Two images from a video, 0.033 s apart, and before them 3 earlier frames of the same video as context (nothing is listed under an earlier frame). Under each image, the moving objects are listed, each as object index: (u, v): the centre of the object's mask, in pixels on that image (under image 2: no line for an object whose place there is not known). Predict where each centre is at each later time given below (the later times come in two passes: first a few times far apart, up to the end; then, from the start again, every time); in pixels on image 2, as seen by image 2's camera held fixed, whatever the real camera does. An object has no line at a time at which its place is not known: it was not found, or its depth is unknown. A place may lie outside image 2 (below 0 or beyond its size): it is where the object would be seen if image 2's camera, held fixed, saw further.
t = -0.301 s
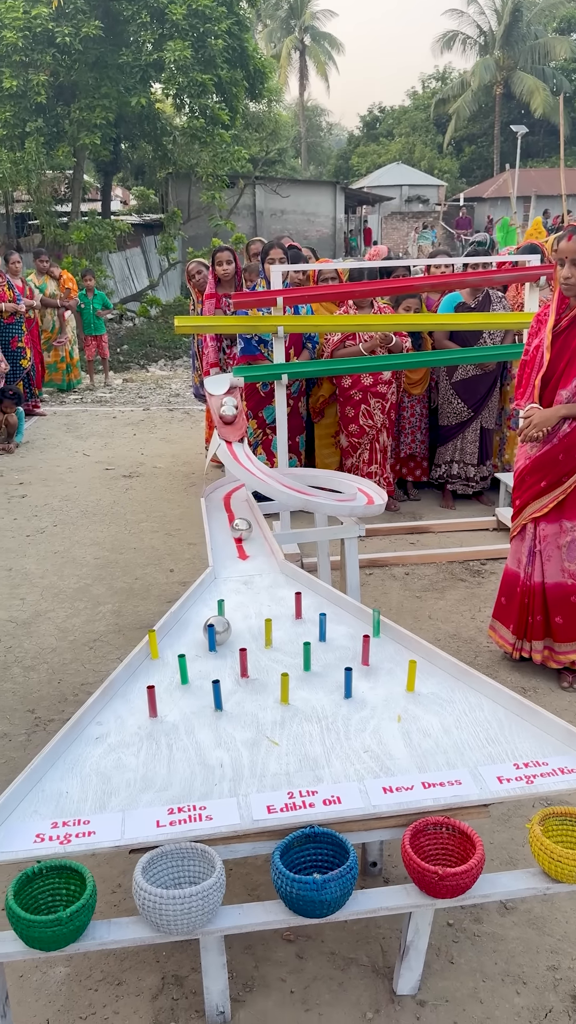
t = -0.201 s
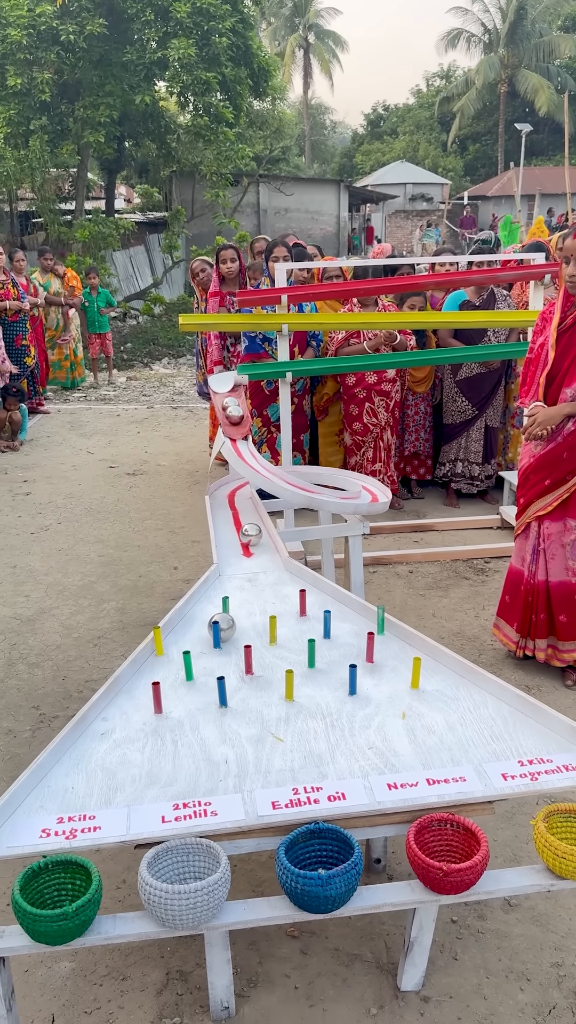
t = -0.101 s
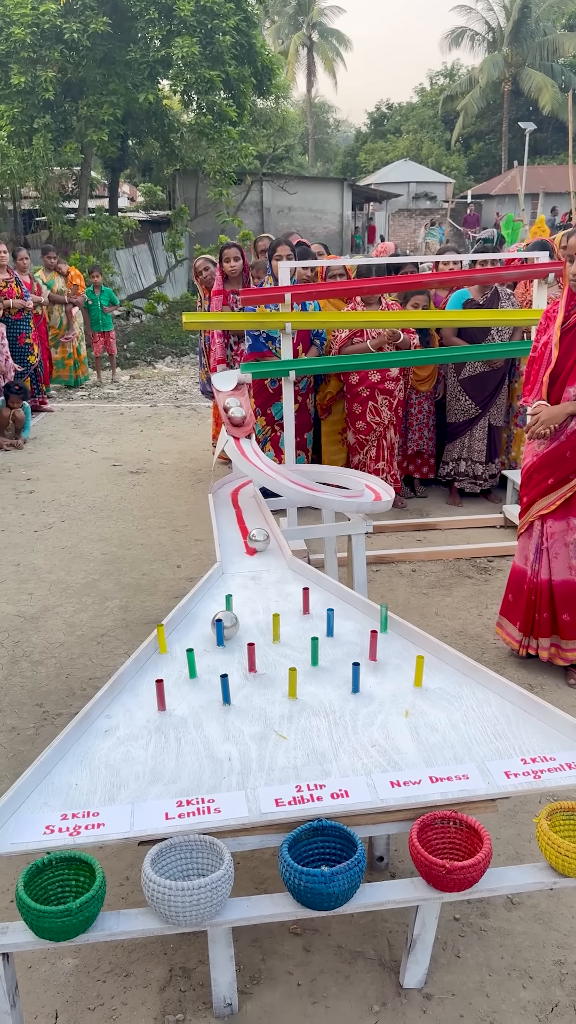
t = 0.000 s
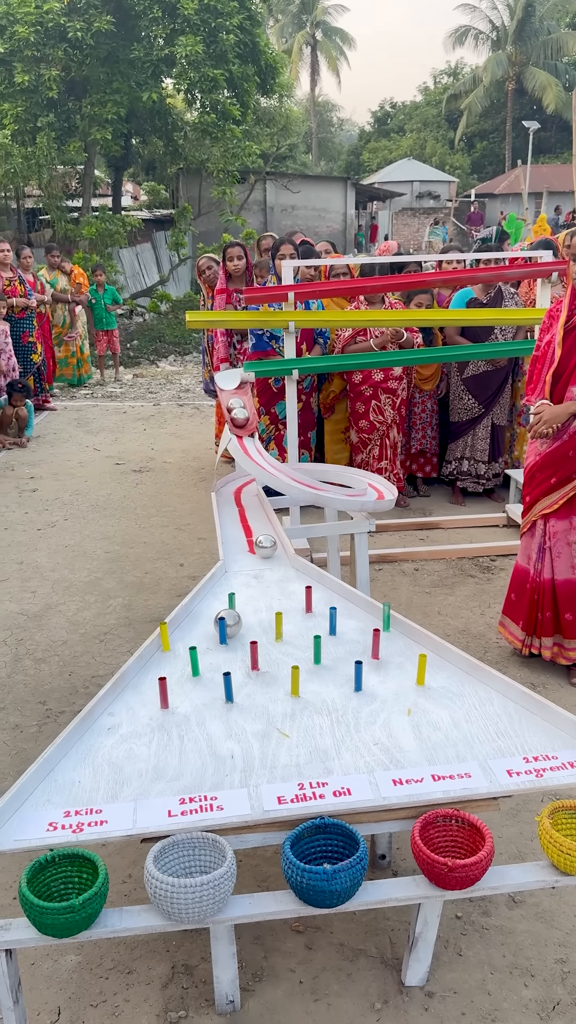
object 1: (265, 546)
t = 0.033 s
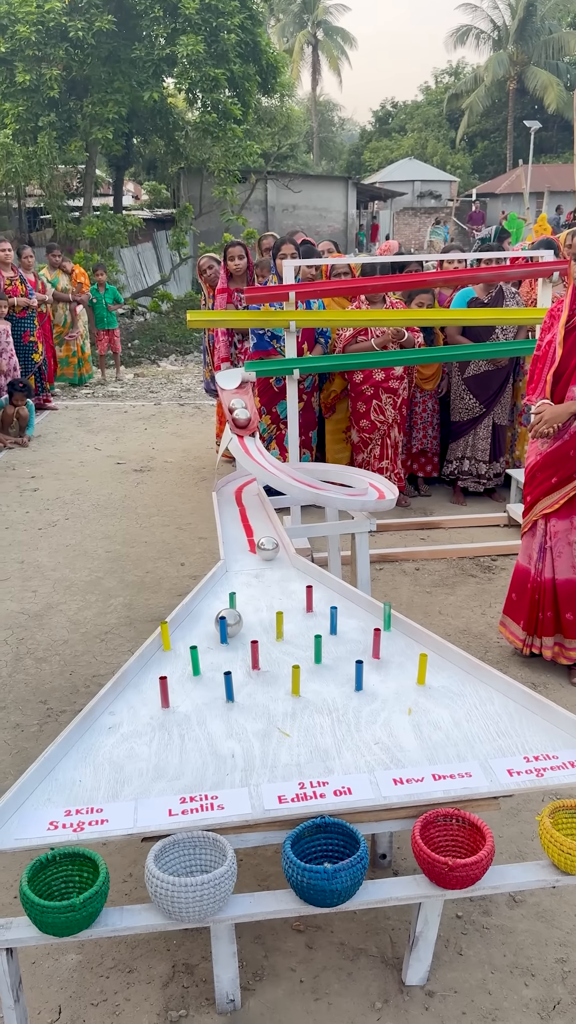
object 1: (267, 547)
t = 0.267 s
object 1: (275, 569)
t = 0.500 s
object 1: (282, 597)
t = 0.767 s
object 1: (300, 616)
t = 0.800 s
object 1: (304, 616)
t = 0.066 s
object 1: (268, 551)
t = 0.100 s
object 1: (269, 553)
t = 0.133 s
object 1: (271, 556)
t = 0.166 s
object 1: (272, 560)
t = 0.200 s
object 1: (273, 562)
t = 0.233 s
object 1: (274, 566)
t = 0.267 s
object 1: (275, 569)
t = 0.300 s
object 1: (276, 573)
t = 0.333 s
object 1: (277, 578)
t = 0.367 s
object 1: (278, 582)
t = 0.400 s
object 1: (279, 585)
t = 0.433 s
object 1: (280, 590)
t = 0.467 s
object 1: (281, 593)
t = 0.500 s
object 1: (282, 597)
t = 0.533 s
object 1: (283, 601)
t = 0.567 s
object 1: (284, 605)
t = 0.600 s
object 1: (285, 609)
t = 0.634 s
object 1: (286, 614)
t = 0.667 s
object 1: (289, 616)
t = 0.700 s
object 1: (293, 616)
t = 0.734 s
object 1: (296, 616)
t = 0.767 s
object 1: (300, 616)
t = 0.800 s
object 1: (304, 616)
